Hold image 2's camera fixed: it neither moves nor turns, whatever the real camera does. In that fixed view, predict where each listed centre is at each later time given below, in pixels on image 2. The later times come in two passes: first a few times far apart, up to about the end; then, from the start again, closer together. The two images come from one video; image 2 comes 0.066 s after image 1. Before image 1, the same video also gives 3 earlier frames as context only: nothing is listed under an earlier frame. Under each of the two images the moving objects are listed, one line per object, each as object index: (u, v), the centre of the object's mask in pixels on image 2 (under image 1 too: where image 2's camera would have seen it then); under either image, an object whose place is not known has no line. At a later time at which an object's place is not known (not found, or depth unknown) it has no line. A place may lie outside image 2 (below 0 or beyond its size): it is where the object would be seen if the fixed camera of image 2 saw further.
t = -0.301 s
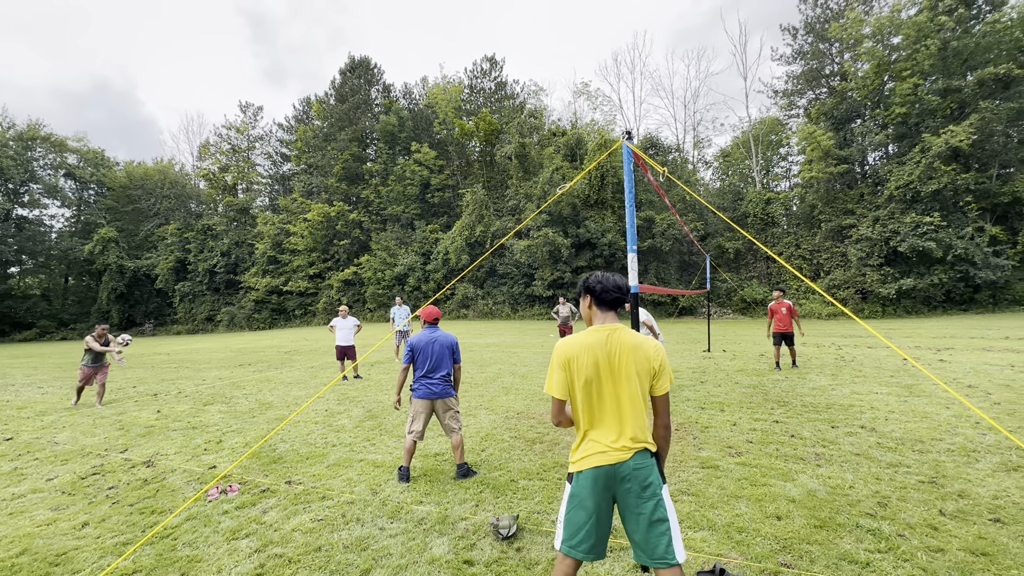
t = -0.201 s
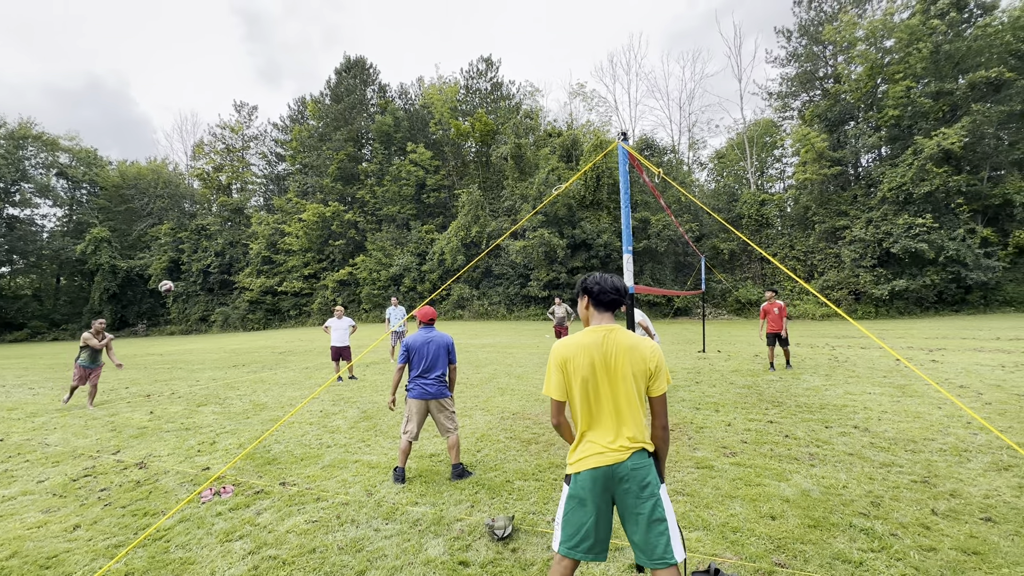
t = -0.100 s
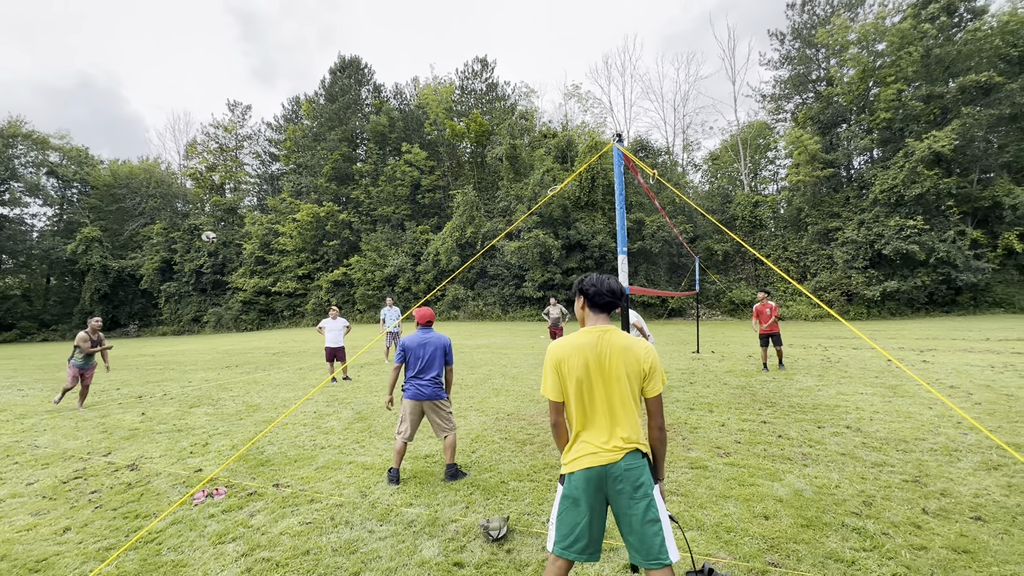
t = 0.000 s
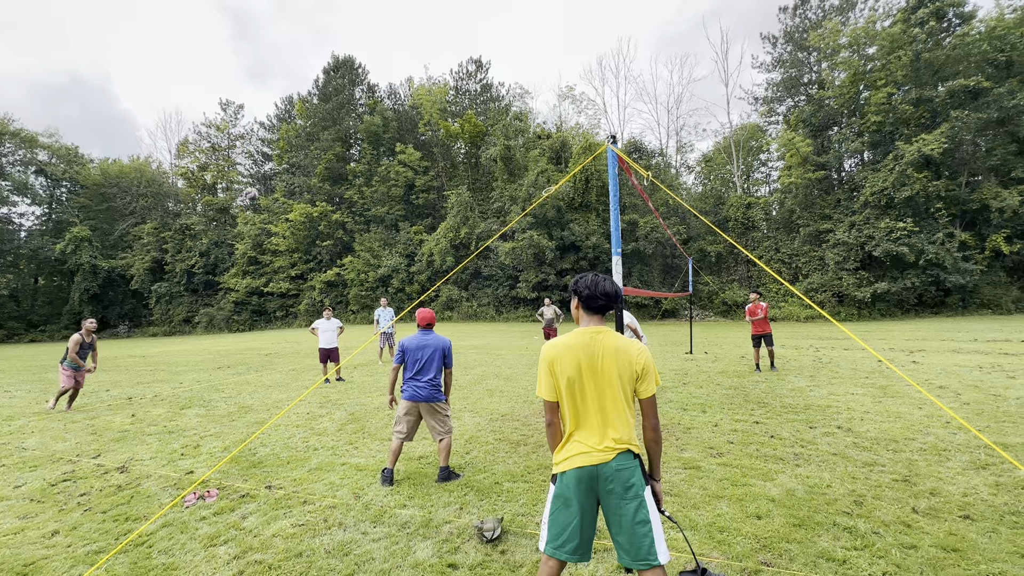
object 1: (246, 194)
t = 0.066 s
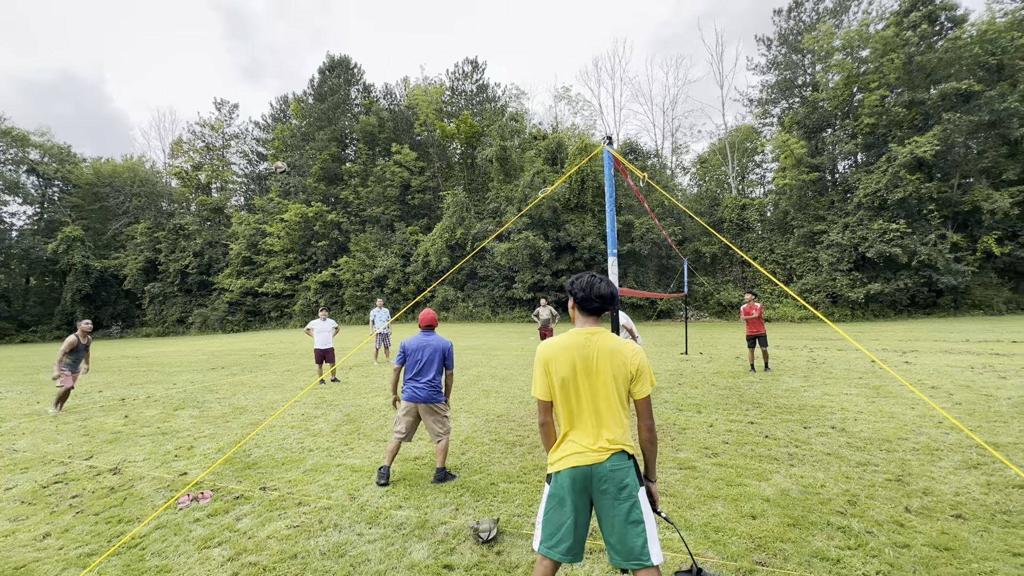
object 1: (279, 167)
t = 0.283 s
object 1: (392, 101)
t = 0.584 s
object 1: (554, 52)
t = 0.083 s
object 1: (288, 161)
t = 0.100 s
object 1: (297, 155)
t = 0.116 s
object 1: (305, 150)
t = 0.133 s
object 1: (314, 144)
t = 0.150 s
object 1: (322, 139)
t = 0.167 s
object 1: (331, 133)
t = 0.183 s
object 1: (339, 128)
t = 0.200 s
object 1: (347, 124)
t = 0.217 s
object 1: (356, 119)
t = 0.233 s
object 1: (365, 113)
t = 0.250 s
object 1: (373, 109)
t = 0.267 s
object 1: (382, 105)
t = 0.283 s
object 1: (392, 101)
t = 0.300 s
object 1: (400, 97)
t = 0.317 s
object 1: (408, 94)
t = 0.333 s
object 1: (417, 91)
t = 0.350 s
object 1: (426, 87)
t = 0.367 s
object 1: (434, 83)
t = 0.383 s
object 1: (442, 80)
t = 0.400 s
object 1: (450, 78)
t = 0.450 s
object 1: (479, 68)
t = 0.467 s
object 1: (488, 65)
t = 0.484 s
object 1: (498, 63)
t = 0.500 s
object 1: (507, 60)
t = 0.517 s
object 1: (517, 59)
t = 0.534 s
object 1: (526, 57)
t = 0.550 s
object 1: (535, 55)
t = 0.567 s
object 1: (545, 53)
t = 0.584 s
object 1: (554, 52)
